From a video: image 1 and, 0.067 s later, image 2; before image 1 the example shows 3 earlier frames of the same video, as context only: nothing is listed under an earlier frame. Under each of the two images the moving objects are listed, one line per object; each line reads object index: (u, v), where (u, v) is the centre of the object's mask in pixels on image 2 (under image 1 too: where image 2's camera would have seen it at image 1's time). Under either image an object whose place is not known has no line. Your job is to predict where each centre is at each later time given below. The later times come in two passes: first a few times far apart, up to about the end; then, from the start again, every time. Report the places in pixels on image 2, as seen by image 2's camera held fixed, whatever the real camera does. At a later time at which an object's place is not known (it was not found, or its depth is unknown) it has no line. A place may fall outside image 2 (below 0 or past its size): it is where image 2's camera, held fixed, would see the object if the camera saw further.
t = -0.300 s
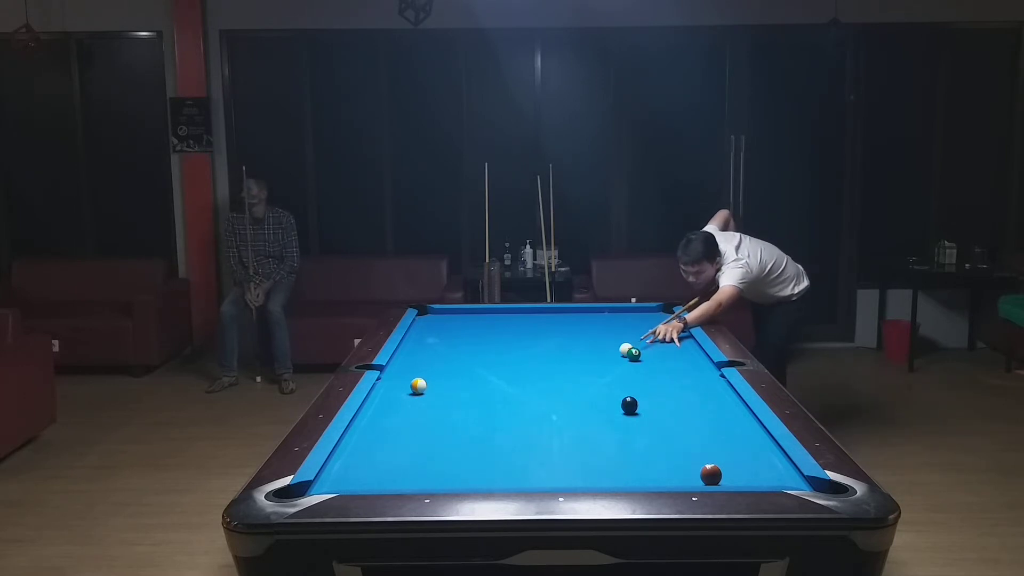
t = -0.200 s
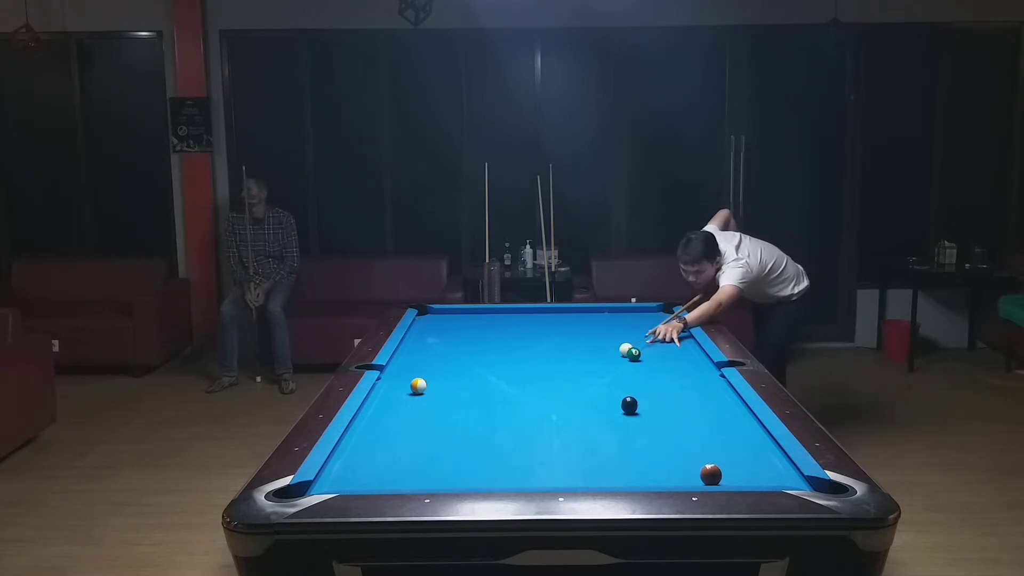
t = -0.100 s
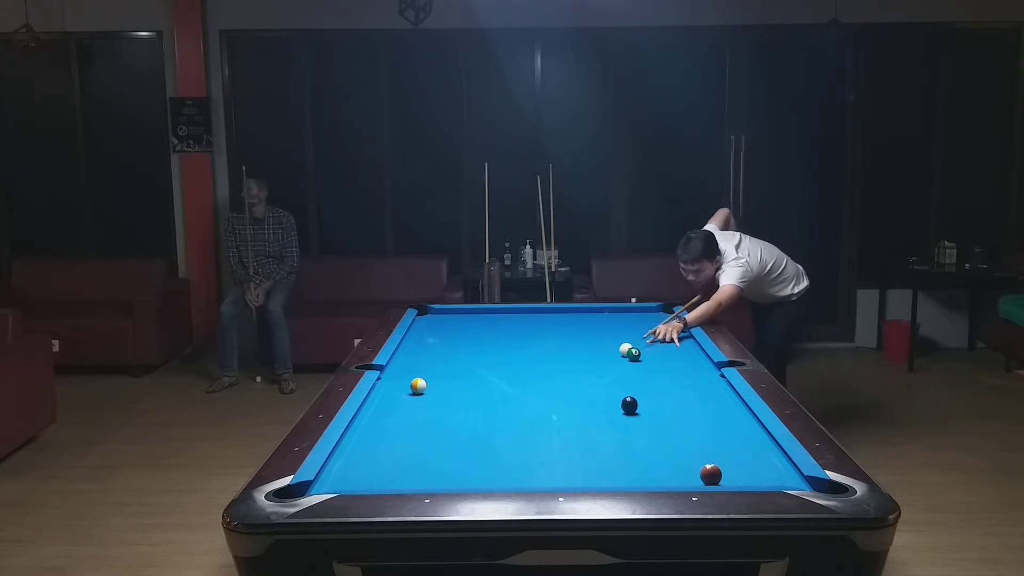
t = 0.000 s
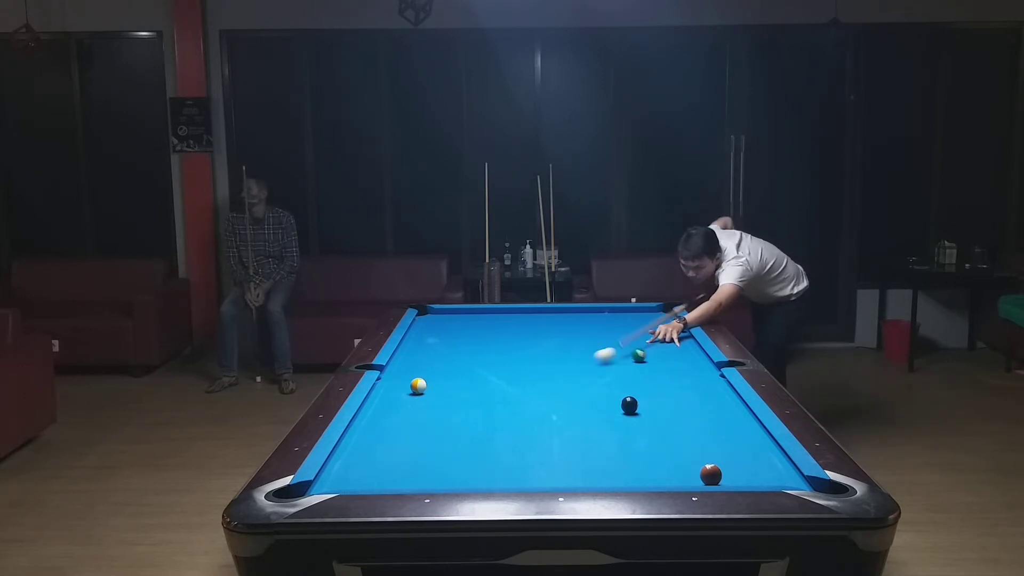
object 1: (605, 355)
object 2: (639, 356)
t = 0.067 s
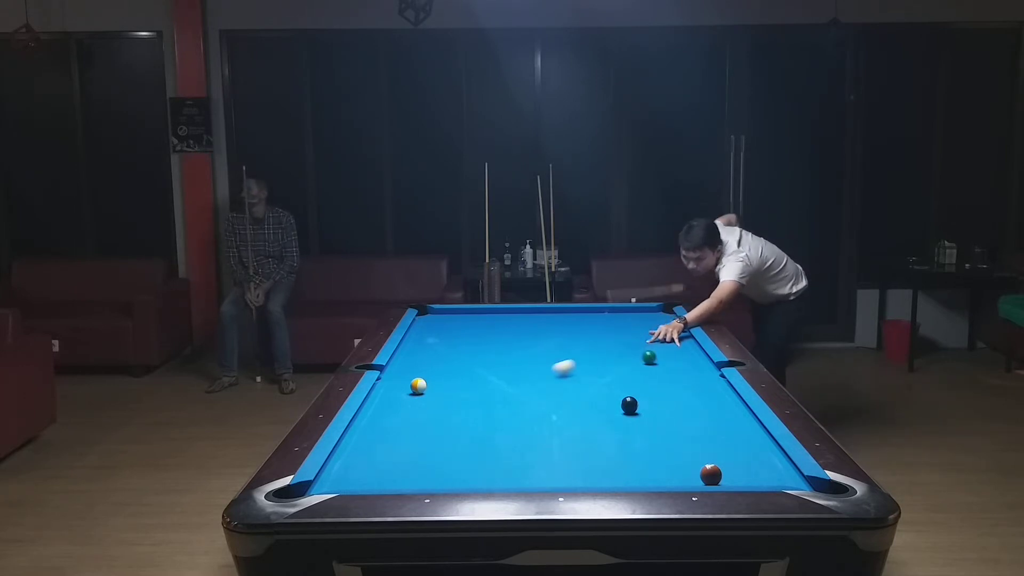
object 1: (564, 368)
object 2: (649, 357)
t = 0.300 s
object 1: (400, 419)
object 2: (681, 364)
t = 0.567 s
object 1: (416, 472)
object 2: (714, 371)
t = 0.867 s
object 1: (511, 462)
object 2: (694, 364)
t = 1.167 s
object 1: (592, 434)
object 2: (677, 359)
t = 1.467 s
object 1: (661, 412)
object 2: (662, 355)
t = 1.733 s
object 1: (713, 395)
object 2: (650, 351)
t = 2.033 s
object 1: (691, 379)
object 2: (639, 347)
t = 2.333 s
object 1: (650, 366)
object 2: (628, 345)
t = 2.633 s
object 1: (614, 355)
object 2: (619, 342)
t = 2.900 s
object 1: (586, 346)
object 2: (612, 340)
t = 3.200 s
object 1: (558, 338)
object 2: (606, 338)
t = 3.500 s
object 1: (534, 330)
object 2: (601, 336)
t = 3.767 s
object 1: (514, 324)
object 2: (597, 335)
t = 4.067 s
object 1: (495, 318)
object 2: (594, 334)
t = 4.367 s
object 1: (478, 312)
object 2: (592, 333)
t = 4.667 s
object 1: (461, 313)
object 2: (591, 332)
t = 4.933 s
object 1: (447, 315)
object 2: (591, 332)
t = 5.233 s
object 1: (432, 318)
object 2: (591, 332)
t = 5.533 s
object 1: (419, 321)
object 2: (591, 332)
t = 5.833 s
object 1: (424, 323)
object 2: (591, 332)
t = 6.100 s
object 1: (428, 325)
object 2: (591, 332)
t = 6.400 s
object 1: (432, 326)
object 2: (591, 332)
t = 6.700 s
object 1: (436, 328)
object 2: (591, 332)
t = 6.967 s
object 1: (439, 329)
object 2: (591, 332)
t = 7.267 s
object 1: (441, 330)
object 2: (591, 332)
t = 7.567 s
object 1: (443, 330)
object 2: (591, 332)
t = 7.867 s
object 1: (444, 331)
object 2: (591, 332)
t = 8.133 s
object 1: (445, 331)
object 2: (591, 332)
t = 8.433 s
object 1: (445, 331)
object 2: (591, 332)
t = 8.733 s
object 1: (445, 331)
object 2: (591, 332)
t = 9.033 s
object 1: (445, 331)
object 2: (591, 332)
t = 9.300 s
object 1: (445, 331)
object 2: (591, 332)
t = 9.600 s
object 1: (445, 331)
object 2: (591, 332)
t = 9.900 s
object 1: (445, 331)
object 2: (591, 332)
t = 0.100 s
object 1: (542, 375)
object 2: (654, 358)
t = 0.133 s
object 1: (520, 382)
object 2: (658, 359)
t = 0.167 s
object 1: (497, 388)
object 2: (663, 360)
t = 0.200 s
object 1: (474, 396)
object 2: (667, 361)
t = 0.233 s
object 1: (450, 403)
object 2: (672, 362)
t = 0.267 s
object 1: (425, 411)
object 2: (676, 363)
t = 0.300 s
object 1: (400, 419)
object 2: (681, 364)
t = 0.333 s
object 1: (373, 428)
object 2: (685, 365)
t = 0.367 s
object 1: (352, 436)
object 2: (690, 366)
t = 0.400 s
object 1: (364, 441)
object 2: (695, 367)
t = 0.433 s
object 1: (376, 447)
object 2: (700, 368)
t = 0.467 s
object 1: (387, 453)
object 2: (704, 369)
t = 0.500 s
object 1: (397, 459)
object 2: (709, 369)
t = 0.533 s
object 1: (407, 465)
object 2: (714, 370)
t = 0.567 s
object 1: (416, 472)
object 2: (714, 371)
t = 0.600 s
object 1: (425, 477)
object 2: (711, 370)
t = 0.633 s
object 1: (434, 481)
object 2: (709, 369)
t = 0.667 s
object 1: (446, 482)
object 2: (707, 368)
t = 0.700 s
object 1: (457, 479)
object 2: (705, 368)
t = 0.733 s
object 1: (469, 476)
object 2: (703, 367)
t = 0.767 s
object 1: (479, 473)
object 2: (701, 367)
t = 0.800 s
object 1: (490, 469)
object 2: (699, 366)
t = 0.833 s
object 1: (501, 466)
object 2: (697, 365)
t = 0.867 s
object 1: (511, 462)
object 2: (694, 364)
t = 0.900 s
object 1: (521, 459)
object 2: (692, 364)
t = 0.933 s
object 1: (530, 455)
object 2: (690, 363)
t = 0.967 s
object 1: (540, 452)
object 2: (689, 363)
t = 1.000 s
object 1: (549, 449)
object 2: (687, 362)
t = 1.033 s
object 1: (558, 446)
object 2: (685, 362)
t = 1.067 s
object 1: (567, 443)
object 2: (683, 361)
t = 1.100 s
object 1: (576, 440)
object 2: (681, 360)
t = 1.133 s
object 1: (584, 437)
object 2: (679, 359)
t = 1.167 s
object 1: (592, 434)
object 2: (677, 359)
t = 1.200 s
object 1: (600, 432)
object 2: (676, 359)
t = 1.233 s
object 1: (609, 429)
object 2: (674, 358)
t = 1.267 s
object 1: (616, 426)
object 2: (672, 358)
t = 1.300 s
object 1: (624, 424)
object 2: (671, 357)
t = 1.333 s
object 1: (632, 421)
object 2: (669, 357)
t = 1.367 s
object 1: (639, 419)
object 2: (667, 356)
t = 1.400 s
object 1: (646, 416)
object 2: (665, 356)
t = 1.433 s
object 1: (654, 414)
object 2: (664, 355)
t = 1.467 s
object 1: (661, 412)
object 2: (662, 355)
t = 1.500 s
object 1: (668, 409)
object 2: (661, 354)
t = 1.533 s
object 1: (674, 407)
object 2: (659, 354)
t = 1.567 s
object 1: (681, 405)
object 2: (658, 353)
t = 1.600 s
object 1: (687, 403)
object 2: (656, 353)
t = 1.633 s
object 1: (694, 401)
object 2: (655, 353)
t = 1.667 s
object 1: (700, 399)
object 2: (653, 352)
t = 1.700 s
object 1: (707, 397)
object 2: (652, 351)
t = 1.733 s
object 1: (713, 395)
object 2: (650, 351)
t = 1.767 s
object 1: (719, 393)
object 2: (649, 351)
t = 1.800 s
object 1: (725, 391)
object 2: (648, 350)
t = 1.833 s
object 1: (723, 389)
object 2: (646, 350)
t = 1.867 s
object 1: (717, 387)
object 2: (645, 350)
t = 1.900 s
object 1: (712, 385)
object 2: (644, 349)
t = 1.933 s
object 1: (707, 384)
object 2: (642, 349)
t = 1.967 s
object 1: (702, 382)
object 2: (641, 348)
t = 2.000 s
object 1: (696, 381)
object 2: (640, 348)
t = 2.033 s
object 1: (691, 379)
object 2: (639, 347)
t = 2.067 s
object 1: (686, 378)
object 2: (637, 347)
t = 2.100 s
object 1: (682, 376)
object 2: (636, 347)
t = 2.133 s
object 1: (677, 375)
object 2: (635, 347)
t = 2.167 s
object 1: (672, 373)
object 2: (634, 346)
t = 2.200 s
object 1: (668, 372)
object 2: (633, 346)
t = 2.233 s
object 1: (663, 370)
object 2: (631, 346)
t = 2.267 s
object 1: (659, 369)
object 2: (630, 345)
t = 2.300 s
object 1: (655, 368)
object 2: (629, 345)
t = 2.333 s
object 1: (650, 366)
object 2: (628, 345)
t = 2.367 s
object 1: (646, 365)
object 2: (627, 344)
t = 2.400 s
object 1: (641, 364)
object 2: (626, 344)
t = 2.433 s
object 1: (637, 362)
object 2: (625, 343)
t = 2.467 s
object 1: (634, 361)
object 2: (624, 343)
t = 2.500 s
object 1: (629, 360)
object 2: (623, 343)
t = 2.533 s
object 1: (625, 358)
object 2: (622, 343)
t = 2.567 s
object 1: (621, 357)
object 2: (621, 342)
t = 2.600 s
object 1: (618, 356)
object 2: (620, 342)
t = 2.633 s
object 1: (614, 355)
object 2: (619, 342)
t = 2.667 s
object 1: (610, 354)
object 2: (618, 342)
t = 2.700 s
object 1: (606, 353)
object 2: (617, 341)
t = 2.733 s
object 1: (603, 352)
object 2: (617, 341)
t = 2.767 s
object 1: (600, 351)
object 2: (616, 341)
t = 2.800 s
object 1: (596, 350)
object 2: (615, 340)
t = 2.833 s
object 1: (593, 349)
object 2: (614, 340)
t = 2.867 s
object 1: (589, 347)
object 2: (613, 340)
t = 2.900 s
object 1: (586, 346)
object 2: (612, 340)
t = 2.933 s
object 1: (583, 345)
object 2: (611, 339)
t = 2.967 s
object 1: (579, 345)
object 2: (611, 339)
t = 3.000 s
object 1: (576, 344)
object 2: (610, 339)
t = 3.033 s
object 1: (573, 342)
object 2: (609, 339)
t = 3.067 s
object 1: (570, 341)
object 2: (608, 339)
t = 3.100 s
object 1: (567, 340)
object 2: (608, 339)
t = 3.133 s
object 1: (564, 340)
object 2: (607, 338)
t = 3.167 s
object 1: (561, 339)
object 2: (606, 338)
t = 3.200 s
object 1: (558, 338)
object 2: (606, 338)
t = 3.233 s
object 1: (555, 337)
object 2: (605, 338)
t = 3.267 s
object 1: (552, 336)
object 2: (605, 338)
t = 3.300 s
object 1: (550, 335)
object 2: (604, 337)
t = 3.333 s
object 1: (547, 334)
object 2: (603, 337)
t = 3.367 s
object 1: (544, 333)
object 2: (603, 337)
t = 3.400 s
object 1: (542, 333)
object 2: (602, 336)
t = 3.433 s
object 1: (539, 332)
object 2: (602, 336)
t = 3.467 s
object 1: (536, 331)
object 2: (601, 336)
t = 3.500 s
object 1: (534, 330)
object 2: (601, 336)
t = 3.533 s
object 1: (531, 329)
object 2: (600, 336)
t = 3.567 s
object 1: (529, 328)
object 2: (599, 336)
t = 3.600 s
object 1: (526, 328)
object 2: (599, 336)
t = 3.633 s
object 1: (524, 327)
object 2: (599, 335)
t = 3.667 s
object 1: (521, 326)
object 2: (598, 335)
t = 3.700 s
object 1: (519, 325)
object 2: (598, 335)
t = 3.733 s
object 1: (517, 325)
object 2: (597, 335)
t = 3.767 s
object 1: (514, 324)
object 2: (597, 335)
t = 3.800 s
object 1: (512, 323)
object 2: (597, 335)
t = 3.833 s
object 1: (510, 322)
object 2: (596, 335)
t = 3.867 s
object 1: (508, 322)
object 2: (596, 335)
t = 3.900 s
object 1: (506, 321)
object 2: (595, 334)
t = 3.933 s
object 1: (503, 320)
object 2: (595, 334)
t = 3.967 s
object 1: (501, 320)
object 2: (595, 334)
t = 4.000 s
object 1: (499, 319)
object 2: (595, 334)
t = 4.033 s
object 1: (497, 318)
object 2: (594, 334)
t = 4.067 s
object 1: (495, 318)
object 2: (594, 334)
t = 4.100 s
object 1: (493, 317)
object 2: (594, 334)
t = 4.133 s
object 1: (491, 316)
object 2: (593, 334)
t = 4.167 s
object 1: (489, 316)
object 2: (593, 334)
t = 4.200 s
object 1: (487, 315)
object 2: (593, 334)
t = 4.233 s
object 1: (485, 314)
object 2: (593, 333)
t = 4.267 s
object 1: (483, 314)
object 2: (593, 333)
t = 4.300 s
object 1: (481, 313)
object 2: (592, 333)
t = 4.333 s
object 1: (479, 313)
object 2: (592, 333)
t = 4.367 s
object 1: (478, 312)
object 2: (592, 333)
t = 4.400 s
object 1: (476, 311)
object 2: (592, 333)
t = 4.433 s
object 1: (474, 311)
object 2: (592, 333)
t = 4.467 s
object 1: (472, 311)
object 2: (592, 333)
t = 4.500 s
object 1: (470, 311)
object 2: (592, 333)
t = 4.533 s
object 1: (469, 311)
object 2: (591, 332)
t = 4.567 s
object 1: (467, 311)
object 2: (591, 333)
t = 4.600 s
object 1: (465, 312)
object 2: (591, 332)
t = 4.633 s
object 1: (463, 312)
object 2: (591, 332)
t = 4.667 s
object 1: (461, 313)
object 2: (591, 332)
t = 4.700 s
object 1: (460, 313)
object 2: (591, 332)
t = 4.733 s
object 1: (458, 313)
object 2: (591, 332)
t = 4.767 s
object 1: (456, 314)
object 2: (591, 332)
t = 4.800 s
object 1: (454, 314)
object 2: (591, 332)
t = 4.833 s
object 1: (452, 314)
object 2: (591, 332)
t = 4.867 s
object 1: (451, 315)
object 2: (591, 332)
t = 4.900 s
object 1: (449, 315)
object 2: (591, 332)
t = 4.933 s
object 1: (447, 315)
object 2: (591, 332)
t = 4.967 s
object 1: (445, 315)
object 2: (591, 332)
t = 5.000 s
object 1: (444, 316)
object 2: (591, 332)
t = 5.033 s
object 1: (442, 316)
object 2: (591, 332)
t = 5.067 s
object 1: (440, 316)
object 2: (591, 332)
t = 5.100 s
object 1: (439, 317)
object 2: (591, 332)
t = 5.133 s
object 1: (437, 317)
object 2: (591, 332)
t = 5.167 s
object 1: (436, 317)
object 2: (591, 332)
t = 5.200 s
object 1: (434, 318)
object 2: (591, 332)
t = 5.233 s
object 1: (432, 318)
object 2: (591, 332)
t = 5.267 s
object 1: (431, 318)
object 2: (591, 332)
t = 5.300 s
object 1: (429, 319)
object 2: (591, 332)
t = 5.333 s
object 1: (427, 319)
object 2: (591, 332)
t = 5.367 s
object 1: (426, 319)
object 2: (591, 332)
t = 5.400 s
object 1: (424, 320)
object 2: (591, 332)
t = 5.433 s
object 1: (423, 320)
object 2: (591, 332)
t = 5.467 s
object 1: (421, 320)
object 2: (591, 332)
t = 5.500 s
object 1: (419, 321)
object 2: (591, 332)
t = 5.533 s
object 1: (419, 321)
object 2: (591, 332)
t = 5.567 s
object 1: (419, 321)
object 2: (591, 332)
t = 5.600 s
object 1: (420, 321)
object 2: (591, 332)
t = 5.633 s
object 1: (420, 322)
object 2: (591, 332)
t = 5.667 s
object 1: (421, 322)
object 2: (591, 332)
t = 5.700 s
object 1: (421, 322)
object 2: (591, 332)
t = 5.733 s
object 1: (422, 322)
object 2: (591, 332)
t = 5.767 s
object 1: (423, 322)
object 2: (591, 332)
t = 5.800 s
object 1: (423, 323)
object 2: (591, 332)
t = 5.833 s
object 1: (424, 323)
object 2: (591, 332)
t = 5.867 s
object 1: (424, 323)
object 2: (591, 332)
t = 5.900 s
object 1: (425, 323)
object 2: (591, 332)
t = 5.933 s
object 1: (426, 323)
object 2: (591, 332)
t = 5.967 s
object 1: (426, 324)
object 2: (591, 332)
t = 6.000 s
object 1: (427, 324)
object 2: (591, 332)
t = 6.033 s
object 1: (427, 324)
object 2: (591, 332)
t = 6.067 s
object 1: (428, 324)
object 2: (591, 332)
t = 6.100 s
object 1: (428, 325)
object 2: (591, 332)
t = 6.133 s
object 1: (429, 325)
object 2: (591, 332)
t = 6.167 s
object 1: (429, 325)
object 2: (591, 332)
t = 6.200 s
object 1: (430, 325)
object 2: (591, 332)
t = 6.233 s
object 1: (430, 325)
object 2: (591, 332)
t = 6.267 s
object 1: (431, 326)
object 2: (591, 332)
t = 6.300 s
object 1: (431, 326)
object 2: (591, 332)
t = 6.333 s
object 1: (432, 326)
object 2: (591, 332)
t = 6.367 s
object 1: (432, 326)
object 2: (591, 332)
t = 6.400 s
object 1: (432, 326)
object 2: (591, 332)
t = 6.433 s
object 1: (433, 326)
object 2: (591, 332)
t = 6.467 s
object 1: (433, 327)
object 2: (591, 332)
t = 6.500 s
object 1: (434, 327)
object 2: (591, 332)
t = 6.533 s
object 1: (434, 327)
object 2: (591, 332)
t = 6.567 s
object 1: (435, 327)
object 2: (591, 332)
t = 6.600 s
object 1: (435, 327)
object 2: (591, 332)
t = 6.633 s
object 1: (435, 327)
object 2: (591, 332)
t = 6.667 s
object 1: (436, 327)
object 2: (591, 332)
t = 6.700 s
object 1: (436, 328)
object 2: (591, 332)
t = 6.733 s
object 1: (437, 328)
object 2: (591, 332)
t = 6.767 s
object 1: (437, 328)
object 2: (591, 332)
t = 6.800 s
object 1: (437, 328)
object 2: (591, 332)
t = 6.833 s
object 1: (437, 328)
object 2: (591, 332)
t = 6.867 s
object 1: (438, 328)
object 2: (591, 332)
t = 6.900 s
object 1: (438, 328)
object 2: (591, 332)
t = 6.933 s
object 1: (438, 328)
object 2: (591, 332)
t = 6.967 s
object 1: (439, 329)
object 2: (591, 332)
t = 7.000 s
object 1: (439, 329)
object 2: (591, 332)
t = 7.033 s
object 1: (439, 329)
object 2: (591, 332)
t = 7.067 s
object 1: (440, 329)
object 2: (591, 332)
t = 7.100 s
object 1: (440, 329)
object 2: (591, 332)
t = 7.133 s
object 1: (440, 329)
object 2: (591, 332)
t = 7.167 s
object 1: (440, 329)
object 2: (591, 332)
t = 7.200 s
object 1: (441, 329)
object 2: (591, 332)
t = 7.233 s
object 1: (441, 329)
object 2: (591, 332)
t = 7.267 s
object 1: (441, 330)
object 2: (591, 332)
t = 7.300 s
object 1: (442, 330)
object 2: (591, 332)
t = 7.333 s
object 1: (442, 330)
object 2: (591, 332)
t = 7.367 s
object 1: (442, 330)
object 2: (591, 332)
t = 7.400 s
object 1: (442, 330)
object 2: (591, 332)
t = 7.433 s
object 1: (443, 330)
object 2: (591, 332)
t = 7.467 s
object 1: (443, 330)
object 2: (591, 332)
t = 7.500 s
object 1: (443, 330)
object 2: (591, 332)
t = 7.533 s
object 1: (443, 330)
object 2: (591, 332)
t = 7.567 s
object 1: (443, 330)
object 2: (591, 332)
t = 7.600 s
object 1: (444, 330)
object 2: (591, 332)
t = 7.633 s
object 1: (444, 330)
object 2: (591, 332)
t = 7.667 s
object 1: (444, 330)
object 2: (591, 332)
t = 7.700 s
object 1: (444, 331)
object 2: (591, 332)
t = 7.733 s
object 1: (444, 331)
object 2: (591, 332)
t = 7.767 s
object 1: (444, 331)
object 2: (591, 332)
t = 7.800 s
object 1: (444, 331)
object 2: (591, 332)
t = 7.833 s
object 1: (444, 331)
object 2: (591, 332)
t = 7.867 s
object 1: (444, 331)
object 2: (591, 332)
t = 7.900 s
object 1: (444, 331)
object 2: (591, 332)
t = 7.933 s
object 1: (444, 331)
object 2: (591, 332)
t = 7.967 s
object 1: (444, 331)
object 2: (591, 332)
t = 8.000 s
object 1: (444, 331)
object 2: (591, 332)
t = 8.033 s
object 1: (445, 331)
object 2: (591, 332)
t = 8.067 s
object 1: (445, 331)
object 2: (591, 332)
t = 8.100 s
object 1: (445, 331)
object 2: (591, 332)
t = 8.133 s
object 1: (445, 331)
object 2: (591, 332)
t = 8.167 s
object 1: (445, 331)
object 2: (591, 332)
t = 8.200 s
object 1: (445, 331)
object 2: (591, 332)
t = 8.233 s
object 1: (445, 331)
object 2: (591, 332)
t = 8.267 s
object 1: (445, 331)
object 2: (591, 332)
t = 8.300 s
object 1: (445, 331)
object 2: (591, 332)
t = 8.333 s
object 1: (445, 331)
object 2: (591, 332)
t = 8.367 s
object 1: (445, 331)
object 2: (591, 332)
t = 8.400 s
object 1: (445, 331)
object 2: (591, 332)
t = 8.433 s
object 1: (445, 331)
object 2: (591, 332)
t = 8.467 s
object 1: (445, 331)
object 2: (591, 332)
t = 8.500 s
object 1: (445, 331)
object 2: (591, 332)
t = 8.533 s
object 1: (445, 331)
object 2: (591, 332)
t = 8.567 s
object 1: (445, 331)
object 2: (591, 332)
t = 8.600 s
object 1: (445, 331)
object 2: (591, 332)
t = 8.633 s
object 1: (445, 331)
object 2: (591, 332)
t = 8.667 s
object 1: (445, 331)
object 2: (591, 332)
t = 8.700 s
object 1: (445, 331)
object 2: (591, 332)
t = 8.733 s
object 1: (445, 331)
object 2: (591, 332)
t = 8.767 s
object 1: (445, 331)
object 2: (591, 332)
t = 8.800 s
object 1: (445, 331)
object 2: (591, 332)
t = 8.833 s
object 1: (445, 331)
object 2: (591, 332)
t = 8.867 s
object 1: (445, 331)
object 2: (591, 332)
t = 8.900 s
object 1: (445, 331)
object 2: (591, 332)
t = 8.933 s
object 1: (445, 331)
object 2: (591, 332)
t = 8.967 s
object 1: (445, 331)
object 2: (591, 332)
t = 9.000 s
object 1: (445, 331)
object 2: (591, 332)
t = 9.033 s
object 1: (445, 331)
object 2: (591, 332)
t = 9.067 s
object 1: (445, 331)
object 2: (591, 332)
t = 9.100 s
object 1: (445, 331)
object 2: (591, 332)
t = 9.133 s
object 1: (445, 331)
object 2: (591, 332)
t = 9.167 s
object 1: (445, 331)
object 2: (591, 332)
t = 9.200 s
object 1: (445, 331)
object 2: (591, 332)
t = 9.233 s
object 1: (445, 331)
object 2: (591, 332)
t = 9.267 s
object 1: (445, 331)
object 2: (591, 332)
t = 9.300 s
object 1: (445, 331)
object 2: (591, 332)
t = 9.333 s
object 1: (445, 331)
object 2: (591, 332)
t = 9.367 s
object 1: (445, 331)
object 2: (591, 332)
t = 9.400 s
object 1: (445, 331)
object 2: (591, 332)
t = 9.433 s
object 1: (445, 331)
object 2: (591, 332)
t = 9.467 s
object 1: (445, 331)
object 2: (591, 332)
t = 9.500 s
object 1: (445, 331)
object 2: (591, 332)
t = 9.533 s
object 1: (445, 331)
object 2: (591, 332)
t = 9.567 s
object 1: (445, 331)
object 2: (591, 332)
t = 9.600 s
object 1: (445, 331)
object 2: (591, 332)
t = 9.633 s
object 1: (445, 331)
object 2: (591, 332)
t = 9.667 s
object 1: (445, 331)
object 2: (591, 332)
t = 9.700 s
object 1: (445, 331)
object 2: (591, 332)
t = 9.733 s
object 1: (445, 331)
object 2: (591, 332)
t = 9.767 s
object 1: (445, 331)
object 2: (591, 332)
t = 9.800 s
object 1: (445, 331)
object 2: (591, 332)
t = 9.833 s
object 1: (445, 331)
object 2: (591, 332)
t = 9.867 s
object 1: (445, 331)
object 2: (591, 332)
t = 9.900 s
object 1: (445, 331)
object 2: (591, 332)
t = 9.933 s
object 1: (445, 331)
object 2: (591, 332)
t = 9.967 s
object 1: (445, 331)
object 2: (591, 332)
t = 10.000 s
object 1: (445, 331)
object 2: (591, 332)
